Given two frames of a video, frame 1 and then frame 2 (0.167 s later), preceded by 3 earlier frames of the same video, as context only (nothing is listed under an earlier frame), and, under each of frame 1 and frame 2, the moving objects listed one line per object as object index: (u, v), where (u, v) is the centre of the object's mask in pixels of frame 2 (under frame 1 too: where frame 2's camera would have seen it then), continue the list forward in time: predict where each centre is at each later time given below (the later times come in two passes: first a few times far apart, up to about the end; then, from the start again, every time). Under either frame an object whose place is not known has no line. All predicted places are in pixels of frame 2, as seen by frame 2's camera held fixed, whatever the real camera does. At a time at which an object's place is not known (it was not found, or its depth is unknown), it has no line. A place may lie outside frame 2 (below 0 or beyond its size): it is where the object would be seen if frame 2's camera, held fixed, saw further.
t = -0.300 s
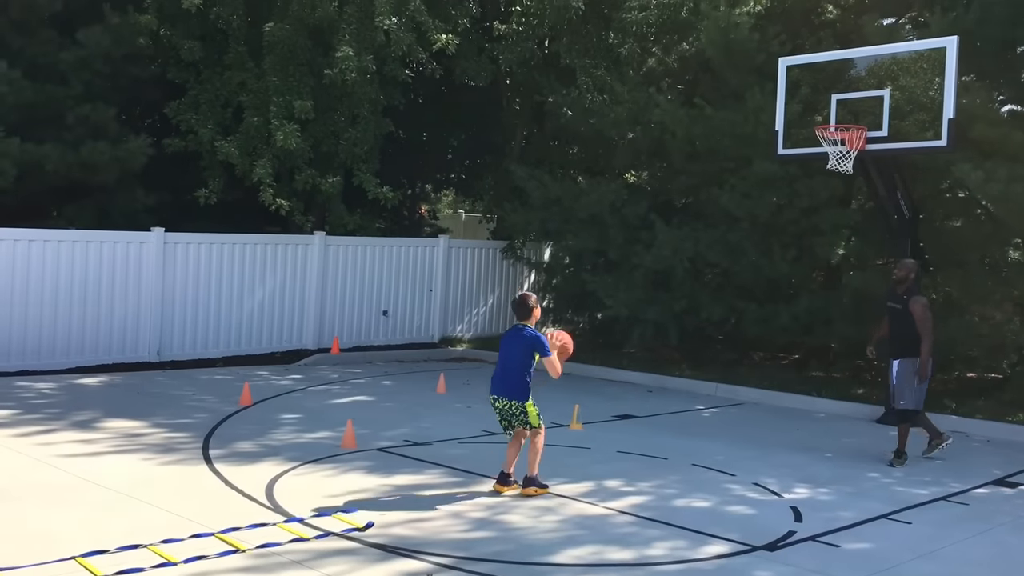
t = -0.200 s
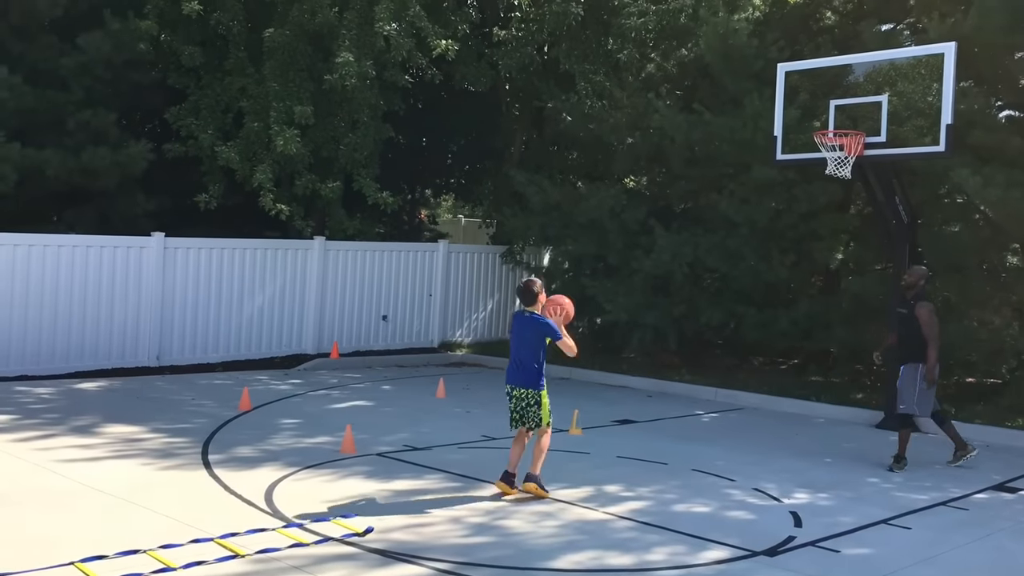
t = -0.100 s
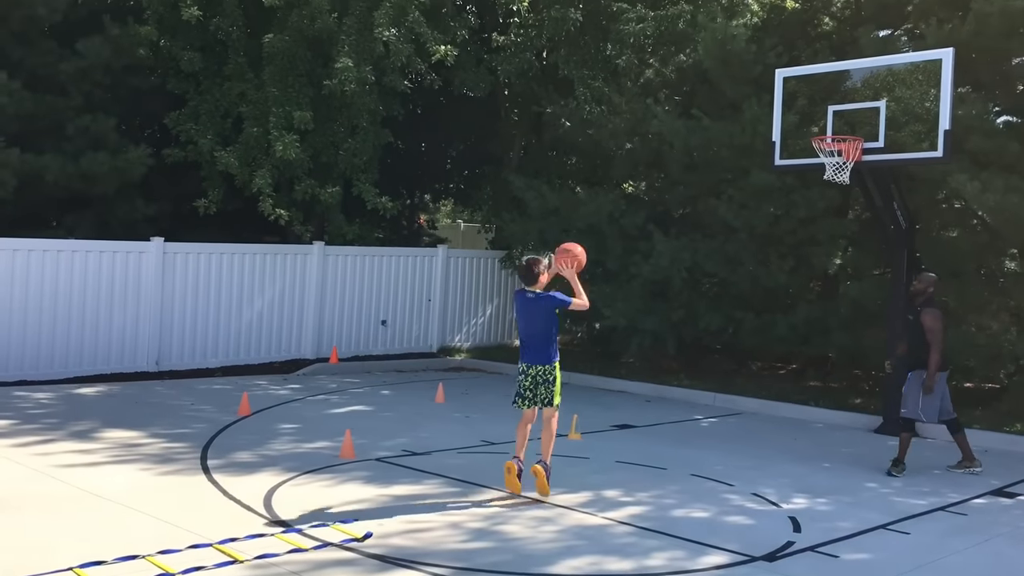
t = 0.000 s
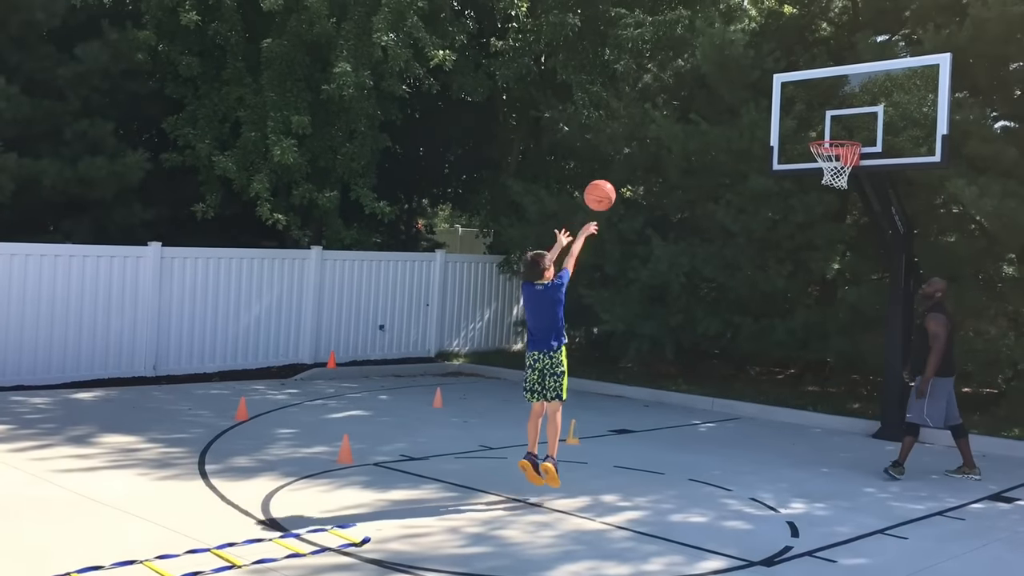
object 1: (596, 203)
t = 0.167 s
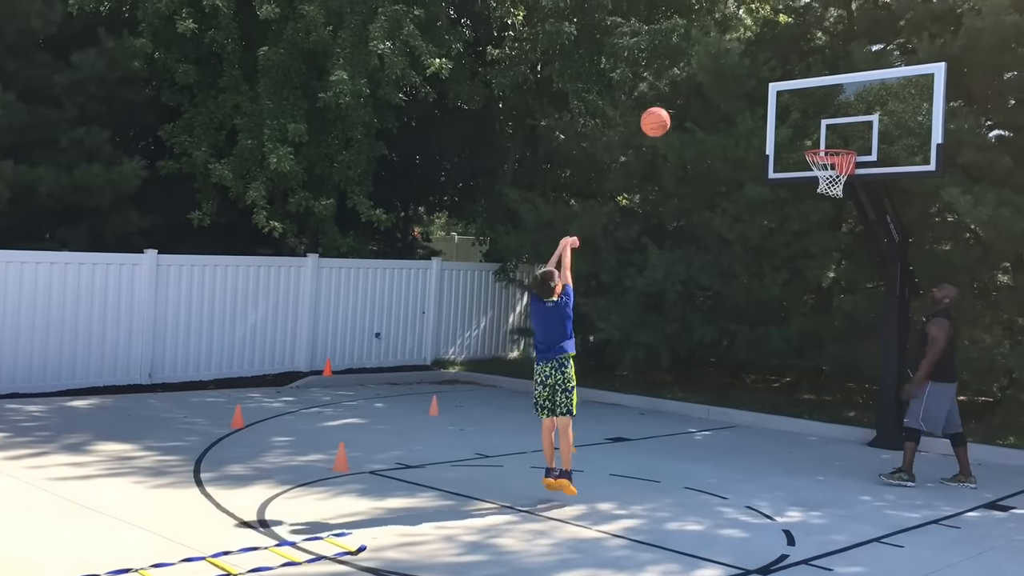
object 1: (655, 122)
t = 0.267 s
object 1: (686, 93)
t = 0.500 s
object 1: (748, 74)
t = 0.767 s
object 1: (803, 122)
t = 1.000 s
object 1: (838, 158)
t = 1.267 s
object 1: (805, 166)
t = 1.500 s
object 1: (828, 196)
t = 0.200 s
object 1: (666, 111)
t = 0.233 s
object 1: (676, 101)
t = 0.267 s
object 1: (686, 93)
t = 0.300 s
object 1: (696, 86)
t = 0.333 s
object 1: (705, 81)
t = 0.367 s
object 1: (714, 77)
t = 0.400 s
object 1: (723, 74)
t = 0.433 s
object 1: (732, 73)
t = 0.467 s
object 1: (740, 73)
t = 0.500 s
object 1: (748, 74)
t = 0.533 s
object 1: (756, 76)
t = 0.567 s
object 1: (763, 80)
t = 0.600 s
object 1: (770, 84)
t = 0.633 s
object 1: (777, 89)
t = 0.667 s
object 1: (784, 96)
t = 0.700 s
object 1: (791, 104)
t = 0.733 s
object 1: (797, 113)
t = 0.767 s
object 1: (803, 122)
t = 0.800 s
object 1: (809, 132)
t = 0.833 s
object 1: (814, 141)
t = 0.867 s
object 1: (821, 144)
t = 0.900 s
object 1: (829, 147)
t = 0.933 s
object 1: (834, 148)
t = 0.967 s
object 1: (840, 148)
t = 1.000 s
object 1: (838, 158)
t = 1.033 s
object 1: (832, 161)
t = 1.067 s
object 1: (821, 165)
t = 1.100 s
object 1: (812, 166)
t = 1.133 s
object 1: (808, 166)
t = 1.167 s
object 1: (805, 165)
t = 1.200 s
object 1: (804, 165)
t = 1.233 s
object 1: (805, 165)
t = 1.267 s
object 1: (805, 166)
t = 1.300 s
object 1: (806, 167)
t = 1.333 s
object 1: (810, 169)
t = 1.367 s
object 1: (812, 172)
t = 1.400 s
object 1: (813, 175)
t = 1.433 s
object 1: (817, 178)
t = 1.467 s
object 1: (822, 185)
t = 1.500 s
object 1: (828, 196)
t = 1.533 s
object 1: (831, 199)
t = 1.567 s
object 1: (834, 203)
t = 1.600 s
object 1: (837, 212)
